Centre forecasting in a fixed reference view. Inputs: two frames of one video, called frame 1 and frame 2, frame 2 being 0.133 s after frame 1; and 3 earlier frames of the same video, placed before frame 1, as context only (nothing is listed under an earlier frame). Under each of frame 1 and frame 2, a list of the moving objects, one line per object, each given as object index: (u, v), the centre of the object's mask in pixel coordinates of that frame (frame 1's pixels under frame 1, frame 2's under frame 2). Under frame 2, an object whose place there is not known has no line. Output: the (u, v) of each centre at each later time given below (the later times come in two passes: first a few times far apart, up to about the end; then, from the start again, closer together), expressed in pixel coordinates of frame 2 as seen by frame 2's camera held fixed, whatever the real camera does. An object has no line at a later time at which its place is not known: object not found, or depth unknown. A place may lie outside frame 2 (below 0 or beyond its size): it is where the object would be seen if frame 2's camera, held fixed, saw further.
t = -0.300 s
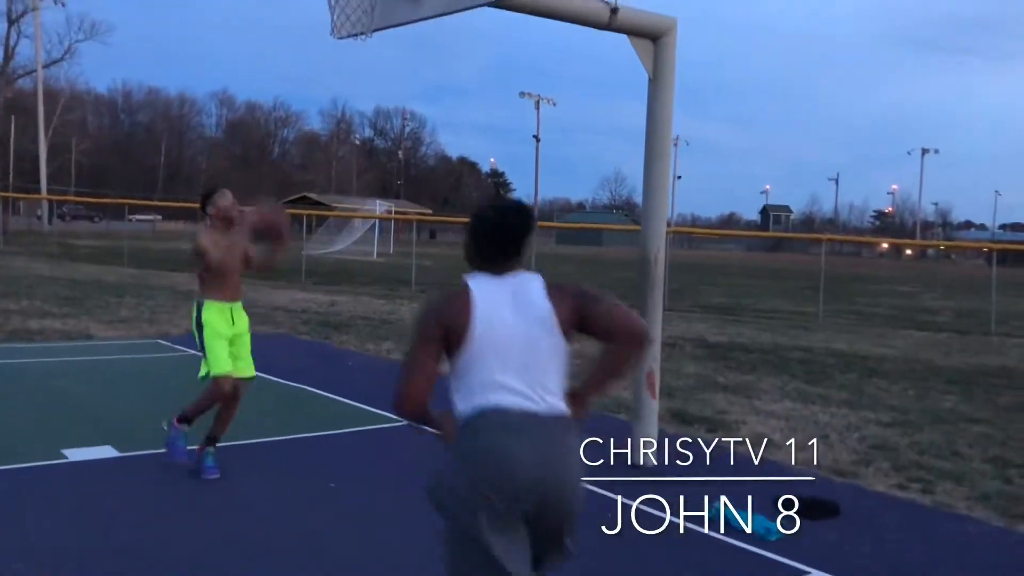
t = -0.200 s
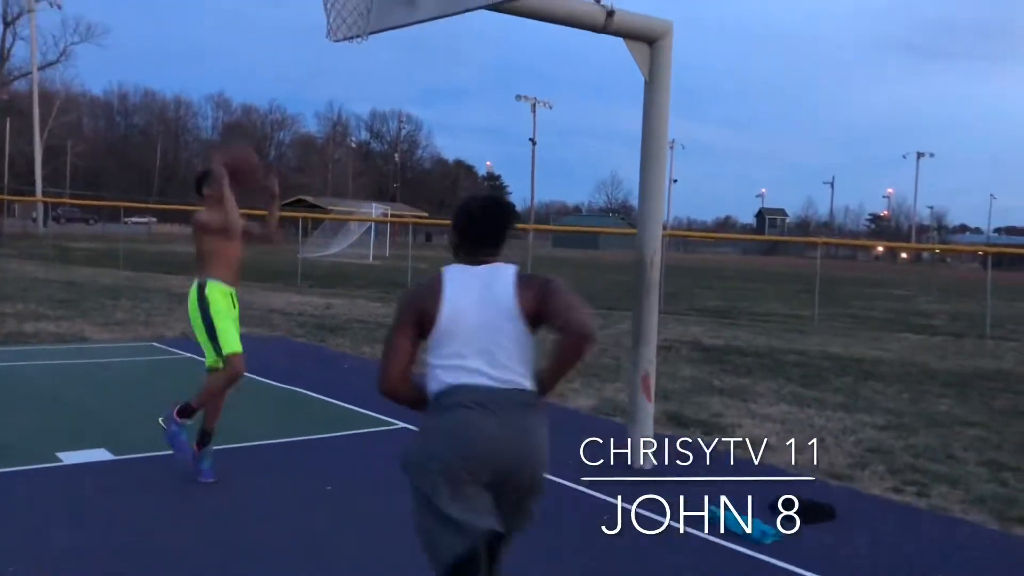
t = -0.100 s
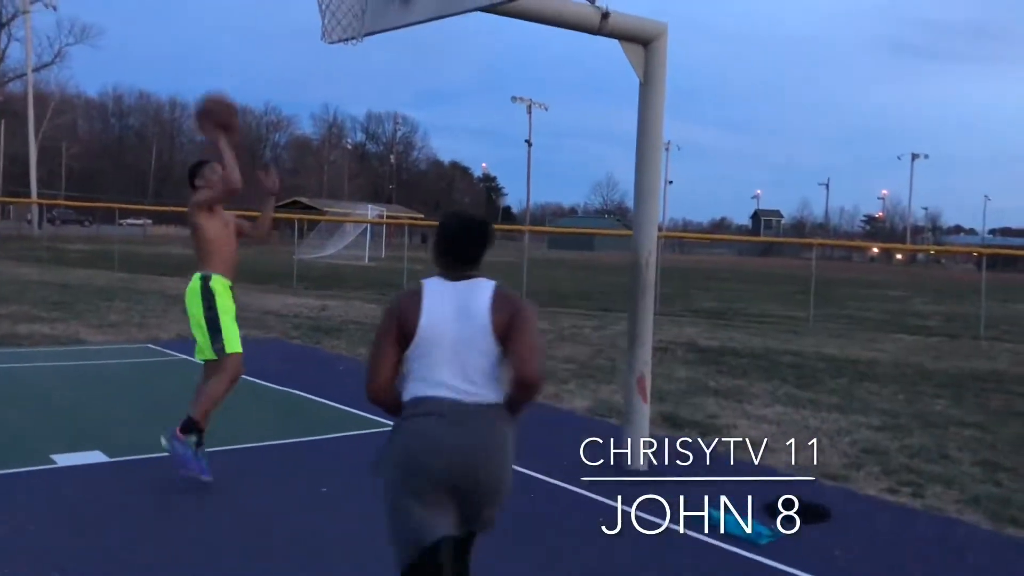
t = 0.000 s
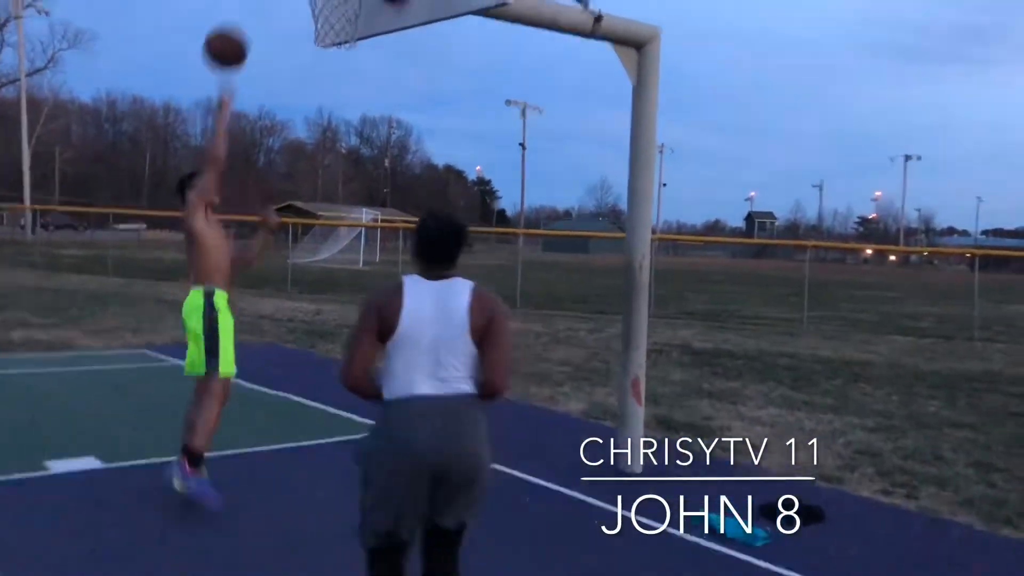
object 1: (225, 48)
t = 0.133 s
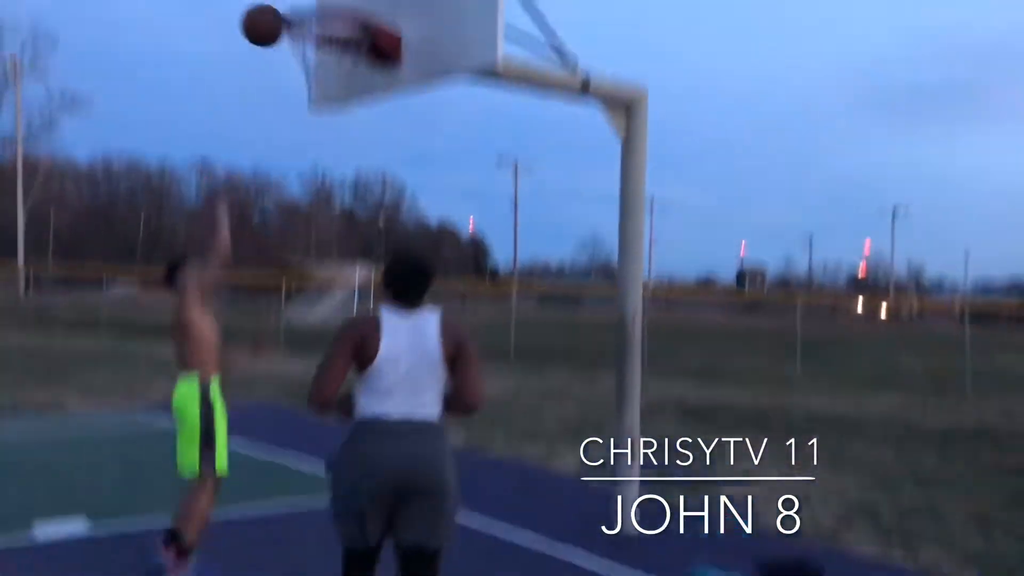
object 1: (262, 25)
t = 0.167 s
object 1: (275, 5)
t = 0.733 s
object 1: (323, 25)
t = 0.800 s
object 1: (313, 67)
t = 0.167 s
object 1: (275, 5)
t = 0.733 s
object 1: (323, 25)
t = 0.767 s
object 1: (316, 44)
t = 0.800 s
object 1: (313, 67)
